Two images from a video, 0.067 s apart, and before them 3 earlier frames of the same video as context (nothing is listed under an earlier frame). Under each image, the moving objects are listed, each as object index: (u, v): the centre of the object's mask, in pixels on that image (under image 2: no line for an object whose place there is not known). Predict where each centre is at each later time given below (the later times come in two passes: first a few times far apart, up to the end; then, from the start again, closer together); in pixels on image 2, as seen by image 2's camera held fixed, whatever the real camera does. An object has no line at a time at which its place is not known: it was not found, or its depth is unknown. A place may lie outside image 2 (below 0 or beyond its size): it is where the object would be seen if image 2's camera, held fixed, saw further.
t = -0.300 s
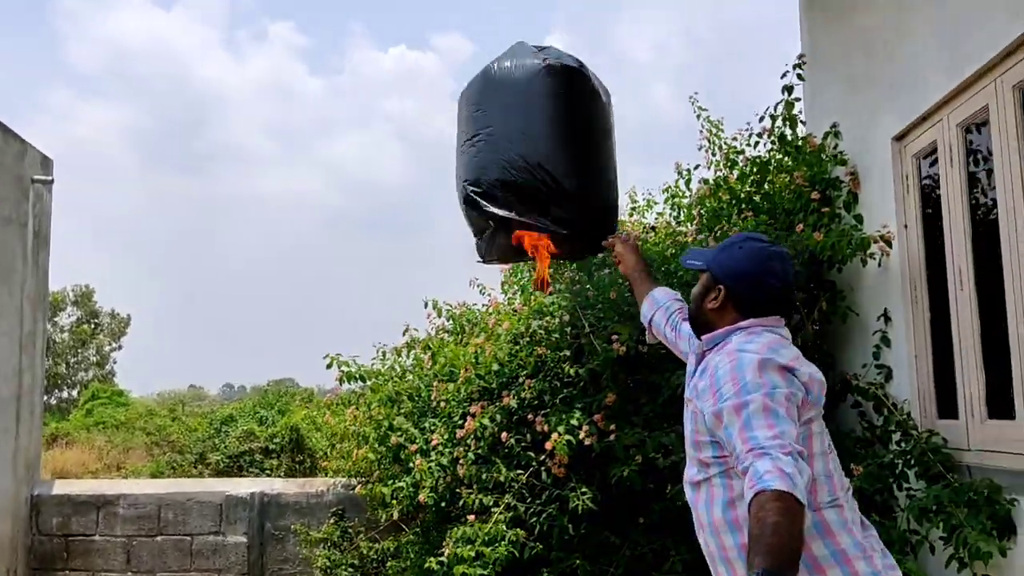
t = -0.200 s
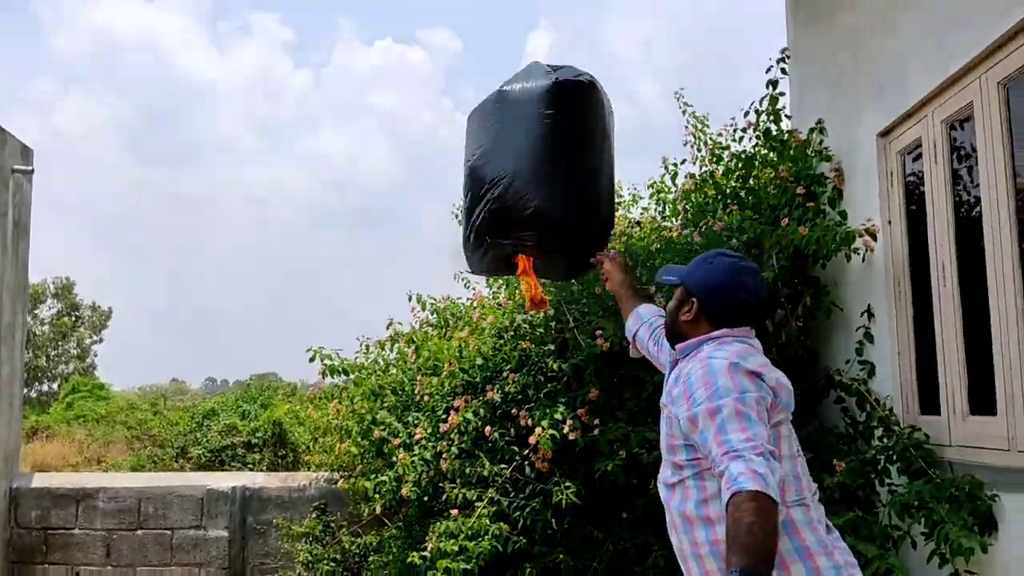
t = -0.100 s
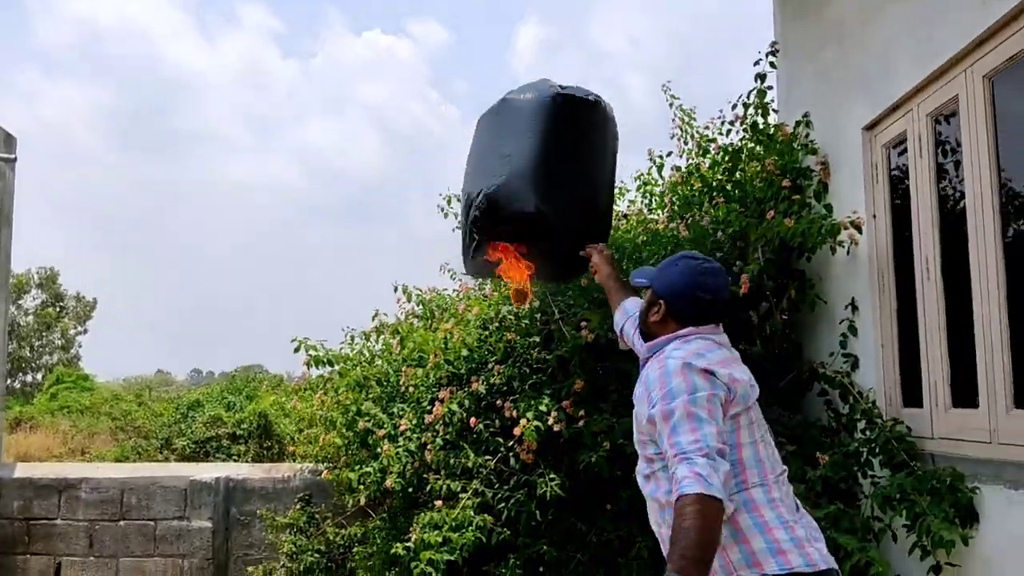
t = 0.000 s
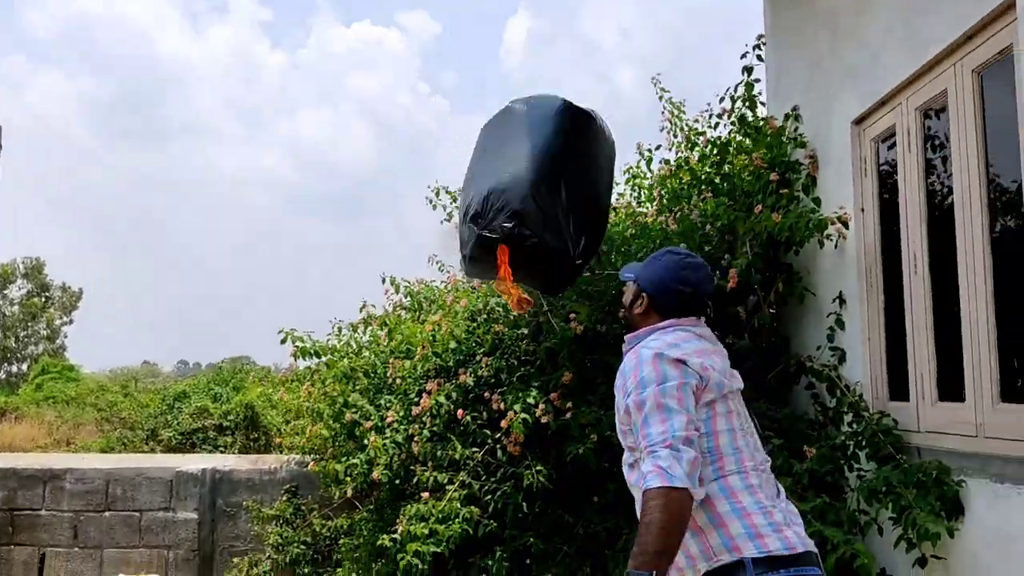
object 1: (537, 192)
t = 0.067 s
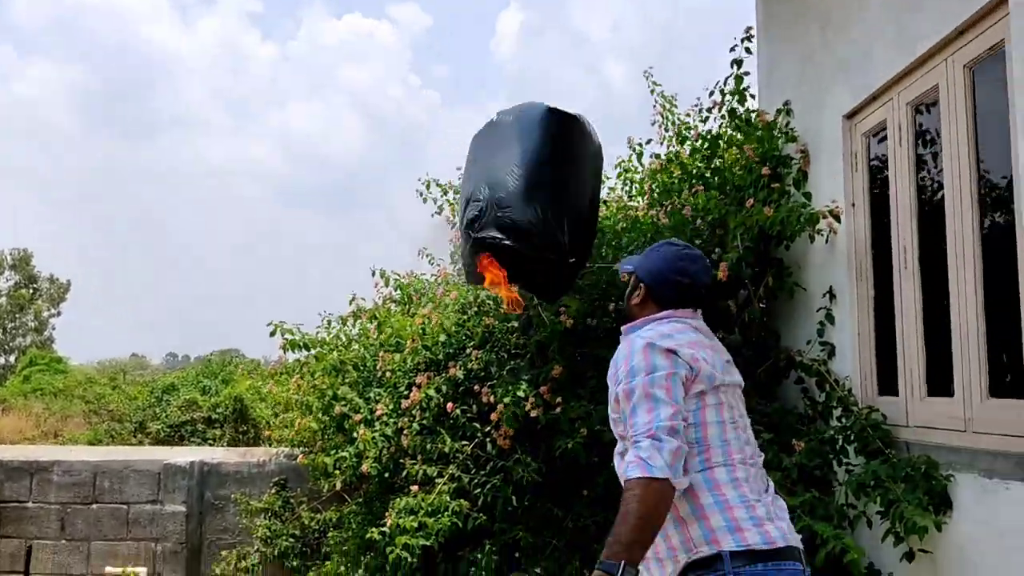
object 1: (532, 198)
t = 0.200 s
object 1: (529, 224)
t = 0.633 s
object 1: (532, 229)
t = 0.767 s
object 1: (539, 238)
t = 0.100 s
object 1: (533, 204)
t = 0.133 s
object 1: (531, 211)
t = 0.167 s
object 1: (532, 215)
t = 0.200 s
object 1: (529, 224)
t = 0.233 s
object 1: (526, 228)
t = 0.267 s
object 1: (518, 232)
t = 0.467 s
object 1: (521, 221)
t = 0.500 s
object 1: (523, 224)
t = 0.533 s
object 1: (526, 223)
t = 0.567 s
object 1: (528, 224)
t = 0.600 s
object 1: (529, 227)
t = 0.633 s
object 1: (532, 229)
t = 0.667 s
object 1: (535, 231)
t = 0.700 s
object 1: (537, 232)
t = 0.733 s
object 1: (538, 235)
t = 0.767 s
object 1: (539, 238)
